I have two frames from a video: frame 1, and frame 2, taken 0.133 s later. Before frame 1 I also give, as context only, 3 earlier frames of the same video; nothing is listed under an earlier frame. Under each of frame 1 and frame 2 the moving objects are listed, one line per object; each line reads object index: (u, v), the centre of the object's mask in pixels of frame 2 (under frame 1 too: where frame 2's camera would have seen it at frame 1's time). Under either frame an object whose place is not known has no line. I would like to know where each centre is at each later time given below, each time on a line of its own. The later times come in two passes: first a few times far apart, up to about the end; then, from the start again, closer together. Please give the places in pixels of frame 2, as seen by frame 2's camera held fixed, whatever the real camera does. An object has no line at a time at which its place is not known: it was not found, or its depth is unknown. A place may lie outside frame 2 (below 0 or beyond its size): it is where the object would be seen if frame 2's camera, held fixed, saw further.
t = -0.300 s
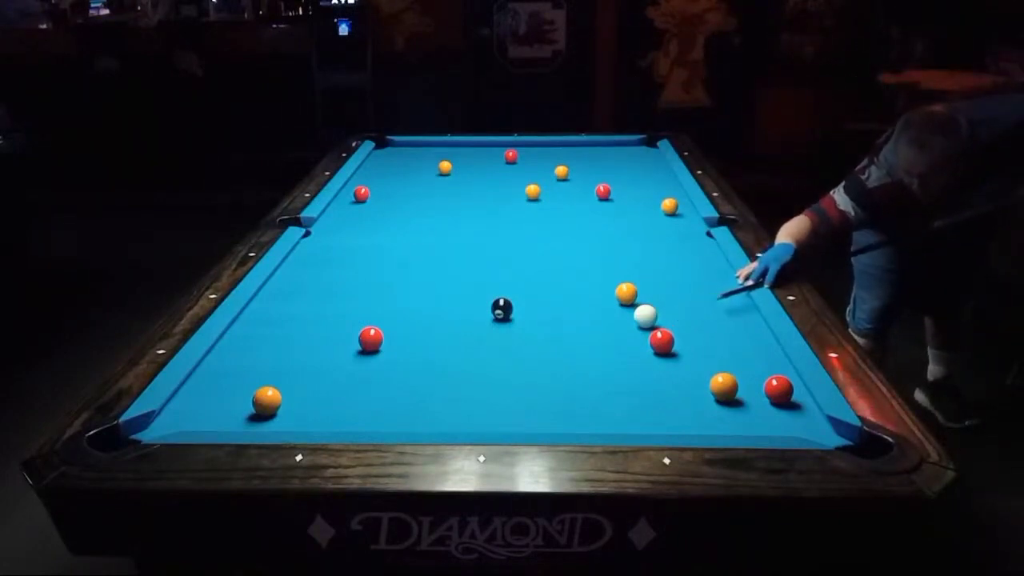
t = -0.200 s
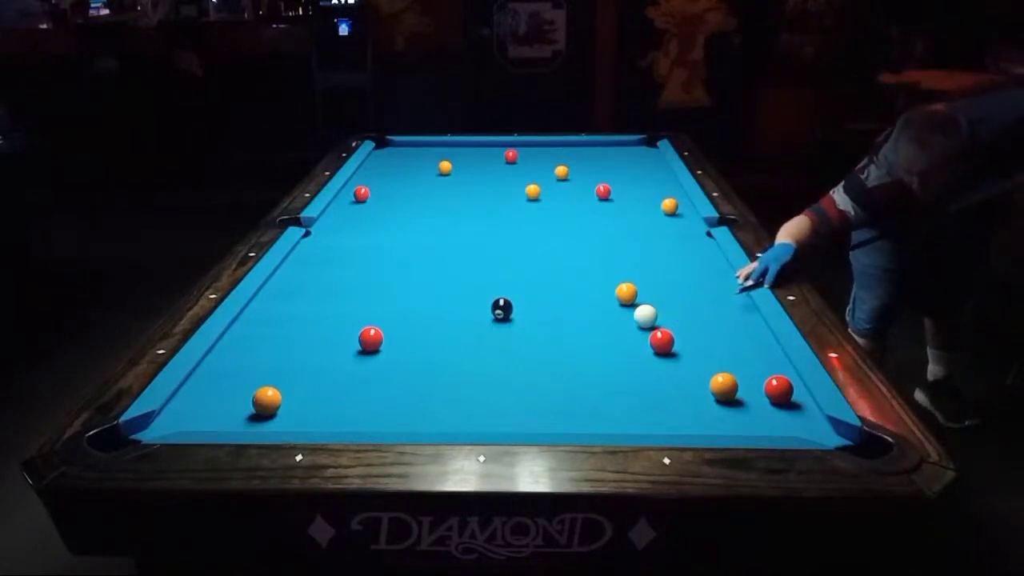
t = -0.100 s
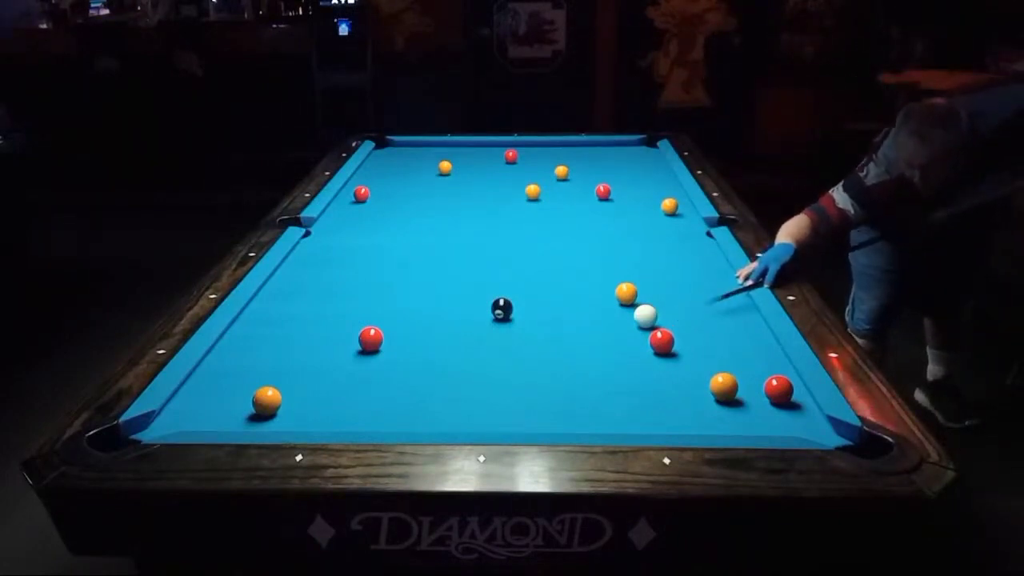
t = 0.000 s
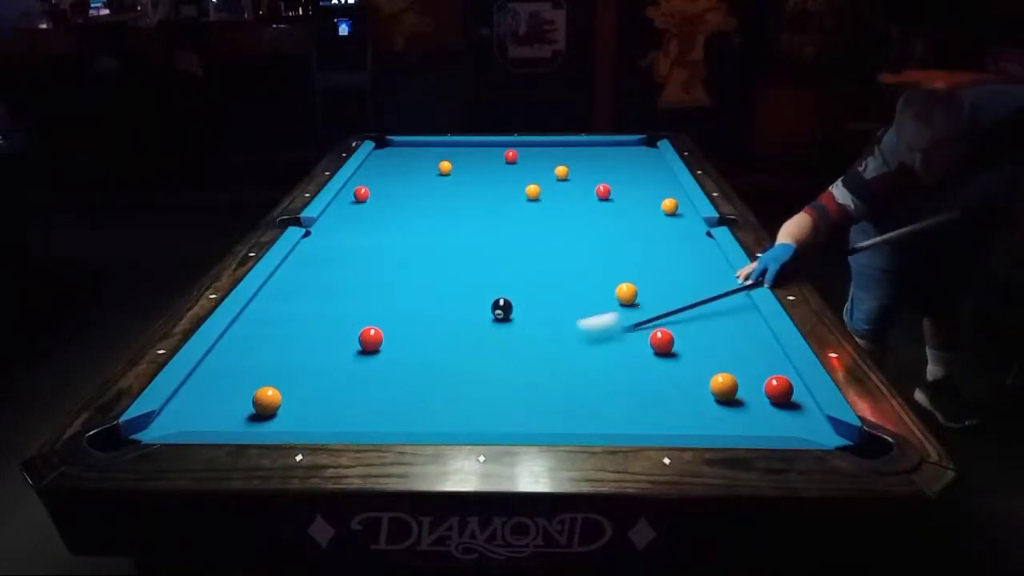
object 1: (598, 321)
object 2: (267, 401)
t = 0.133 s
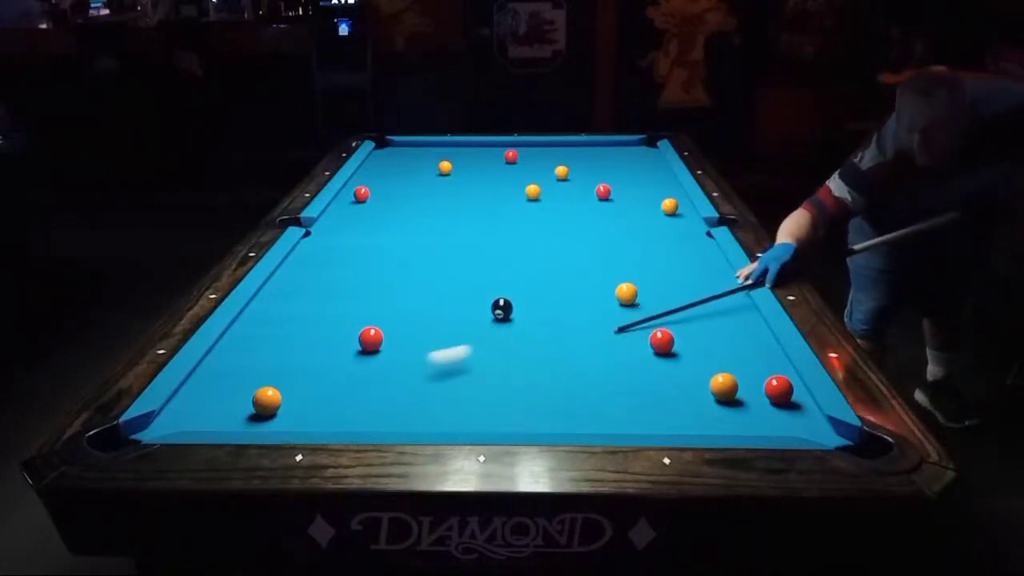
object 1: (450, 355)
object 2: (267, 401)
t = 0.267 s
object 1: (300, 392)
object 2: (266, 400)
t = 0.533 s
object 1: (303, 394)
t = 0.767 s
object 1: (311, 392)
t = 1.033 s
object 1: (317, 391)
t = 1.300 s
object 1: (320, 390)
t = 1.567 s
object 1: (321, 390)
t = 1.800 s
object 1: (321, 390)
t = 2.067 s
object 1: (320, 390)
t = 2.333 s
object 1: (320, 390)
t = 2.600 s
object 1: (320, 390)
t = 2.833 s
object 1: (320, 390)
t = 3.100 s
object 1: (320, 390)
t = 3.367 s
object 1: (320, 390)
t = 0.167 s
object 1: (412, 363)
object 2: (267, 401)
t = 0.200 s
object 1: (373, 372)
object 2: (267, 401)
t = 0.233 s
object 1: (335, 381)
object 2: (267, 401)
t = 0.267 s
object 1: (300, 392)
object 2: (266, 400)
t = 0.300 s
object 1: (295, 395)
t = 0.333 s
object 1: (296, 395)
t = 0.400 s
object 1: (299, 394)
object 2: (124, 435)
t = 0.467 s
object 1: (300, 394)
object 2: (112, 446)
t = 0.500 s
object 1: (302, 394)
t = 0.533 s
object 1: (303, 394)
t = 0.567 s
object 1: (304, 393)
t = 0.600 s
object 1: (306, 393)
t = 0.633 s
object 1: (307, 393)
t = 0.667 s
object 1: (308, 392)
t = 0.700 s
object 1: (309, 392)
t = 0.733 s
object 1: (310, 392)
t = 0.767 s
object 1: (311, 392)
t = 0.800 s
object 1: (312, 391)
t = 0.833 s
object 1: (313, 391)
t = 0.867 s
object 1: (314, 391)
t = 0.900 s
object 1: (316, 391)
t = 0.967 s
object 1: (316, 391)
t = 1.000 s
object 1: (317, 391)
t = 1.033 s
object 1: (317, 391)
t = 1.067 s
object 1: (318, 391)
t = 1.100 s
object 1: (318, 390)
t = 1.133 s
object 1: (319, 390)
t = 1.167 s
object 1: (319, 390)
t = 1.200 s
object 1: (320, 390)
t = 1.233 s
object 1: (320, 390)
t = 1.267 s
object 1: (320, 390)
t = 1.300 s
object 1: (320, 390)
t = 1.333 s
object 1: (320, 390)
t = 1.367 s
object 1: (320, 390)
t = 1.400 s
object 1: (320, 390)
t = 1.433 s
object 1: (321, 390)
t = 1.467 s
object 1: (321, 390)
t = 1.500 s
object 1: (321, 390)
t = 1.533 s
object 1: (321, 390)
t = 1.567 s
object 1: (321, 390)
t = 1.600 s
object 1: (320, 390)
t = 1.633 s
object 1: (320, 390)
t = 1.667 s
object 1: (320, 390)
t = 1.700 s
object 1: (320, 390)
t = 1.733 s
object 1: (320, 390)
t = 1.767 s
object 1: (320, 390)
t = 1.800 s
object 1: (321, 390)
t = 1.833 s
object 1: (321, 390)
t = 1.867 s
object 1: (321, 390)
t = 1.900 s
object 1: (321, 390)
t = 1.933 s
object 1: (320, 390)
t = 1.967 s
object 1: (320, 390)
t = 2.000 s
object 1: (320, 390)
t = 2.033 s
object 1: (320, 390)
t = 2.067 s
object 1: (320, 390)
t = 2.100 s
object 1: (320, 390)
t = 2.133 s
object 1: (320, 390)
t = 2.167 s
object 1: (320, 390)
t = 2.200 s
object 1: (320, 390)
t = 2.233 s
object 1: (320, 390)
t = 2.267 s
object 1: (320, 390)
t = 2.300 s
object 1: (320, 390)
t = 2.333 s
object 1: (320, 390)
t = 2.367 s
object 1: (320, 390)
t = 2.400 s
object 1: (320, 390)
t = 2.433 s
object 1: (320, 390)
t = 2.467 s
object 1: (320, 390)
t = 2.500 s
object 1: (320, 390)
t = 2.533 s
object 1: (320, 390)
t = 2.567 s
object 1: (320, 390)
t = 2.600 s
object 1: (320, 390)
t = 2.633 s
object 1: (320, 390)
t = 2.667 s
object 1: (320, 390)
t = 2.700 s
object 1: (320, 390)
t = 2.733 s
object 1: (320, 390)
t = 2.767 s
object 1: (320, 390)
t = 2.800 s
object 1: (320, 390)
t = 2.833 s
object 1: (320, 390)
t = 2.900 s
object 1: (320, 390)
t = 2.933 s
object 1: (320, 390)
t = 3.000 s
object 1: (320, 390)
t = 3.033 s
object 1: (320, 390)
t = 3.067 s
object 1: (320, 390)
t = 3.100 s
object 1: (320, 390)
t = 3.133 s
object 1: (320, 390)
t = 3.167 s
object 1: (320, 390)
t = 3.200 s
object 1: (320, 390)
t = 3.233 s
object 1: (320, 390)
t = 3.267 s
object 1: (320, 390)
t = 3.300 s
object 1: (320, 390)
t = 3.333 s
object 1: (320, 390)
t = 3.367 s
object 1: (320, 390)
